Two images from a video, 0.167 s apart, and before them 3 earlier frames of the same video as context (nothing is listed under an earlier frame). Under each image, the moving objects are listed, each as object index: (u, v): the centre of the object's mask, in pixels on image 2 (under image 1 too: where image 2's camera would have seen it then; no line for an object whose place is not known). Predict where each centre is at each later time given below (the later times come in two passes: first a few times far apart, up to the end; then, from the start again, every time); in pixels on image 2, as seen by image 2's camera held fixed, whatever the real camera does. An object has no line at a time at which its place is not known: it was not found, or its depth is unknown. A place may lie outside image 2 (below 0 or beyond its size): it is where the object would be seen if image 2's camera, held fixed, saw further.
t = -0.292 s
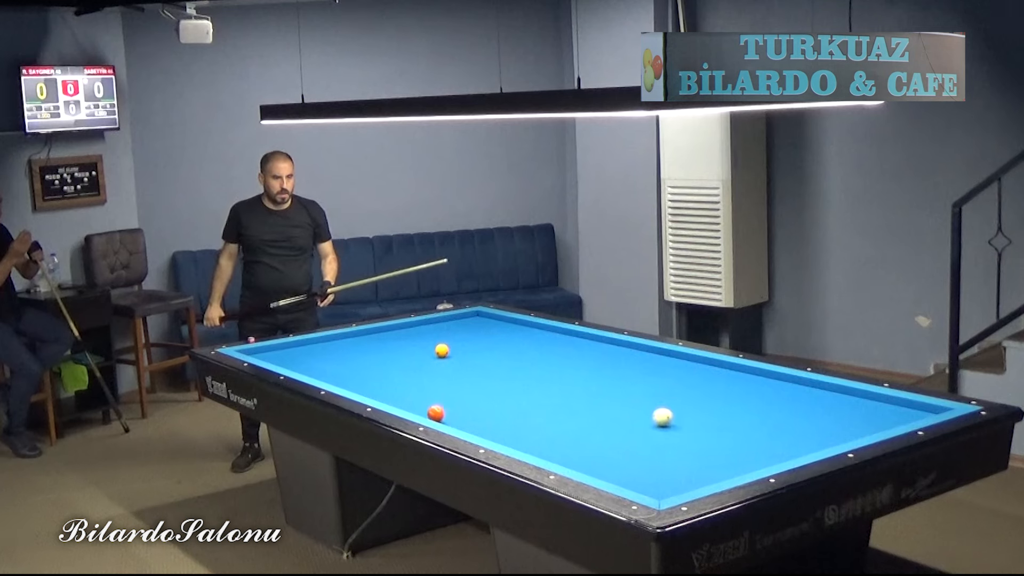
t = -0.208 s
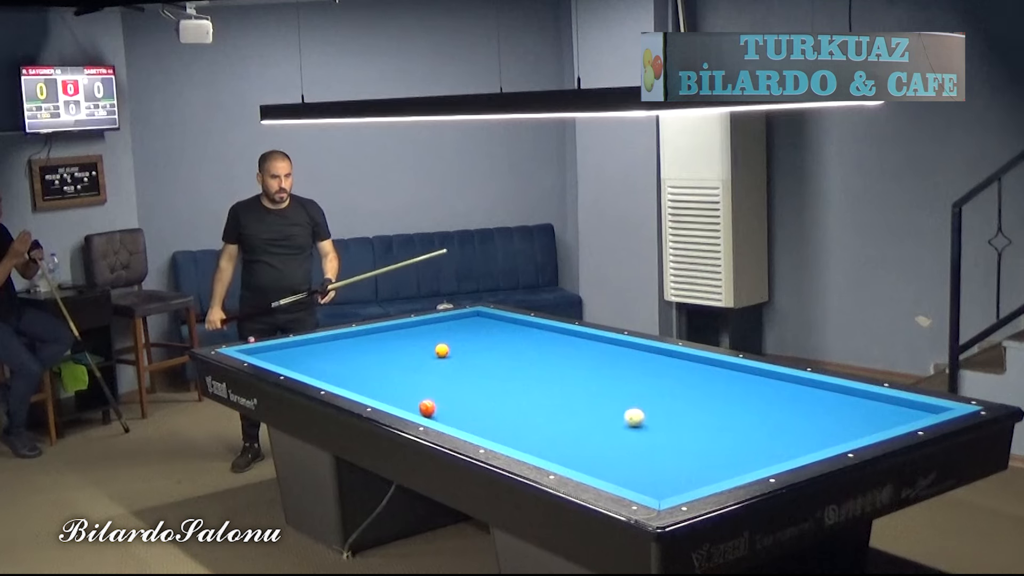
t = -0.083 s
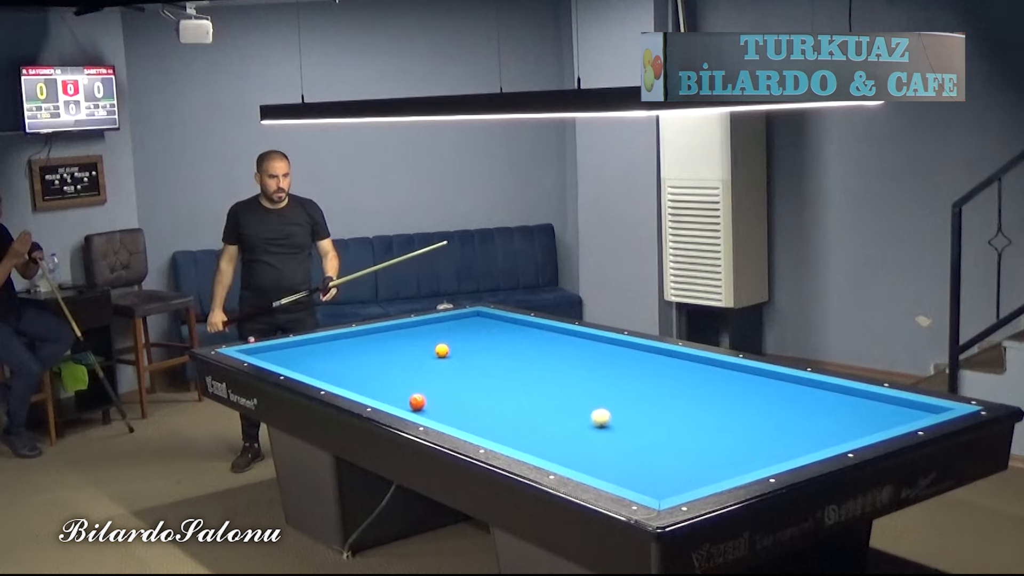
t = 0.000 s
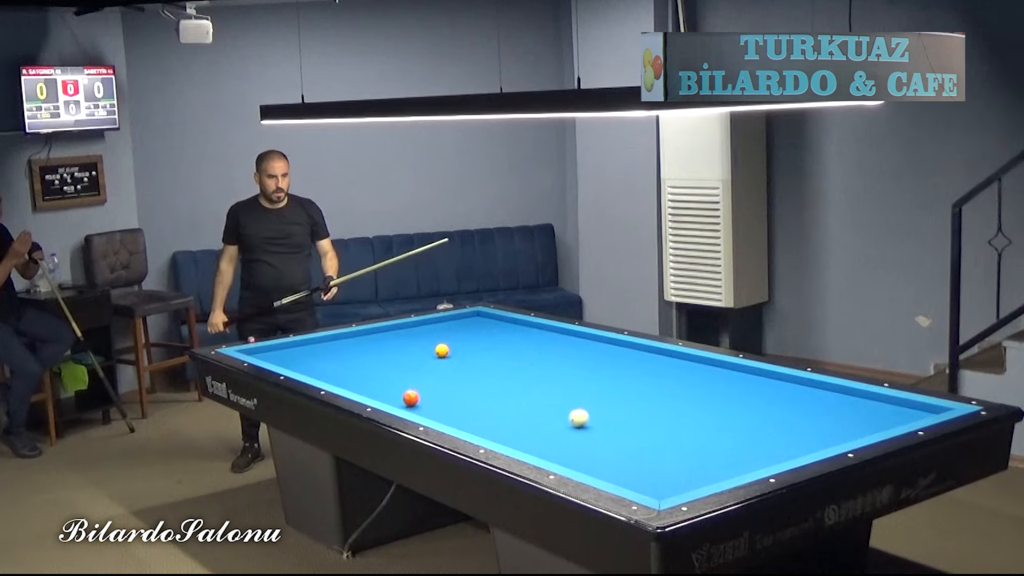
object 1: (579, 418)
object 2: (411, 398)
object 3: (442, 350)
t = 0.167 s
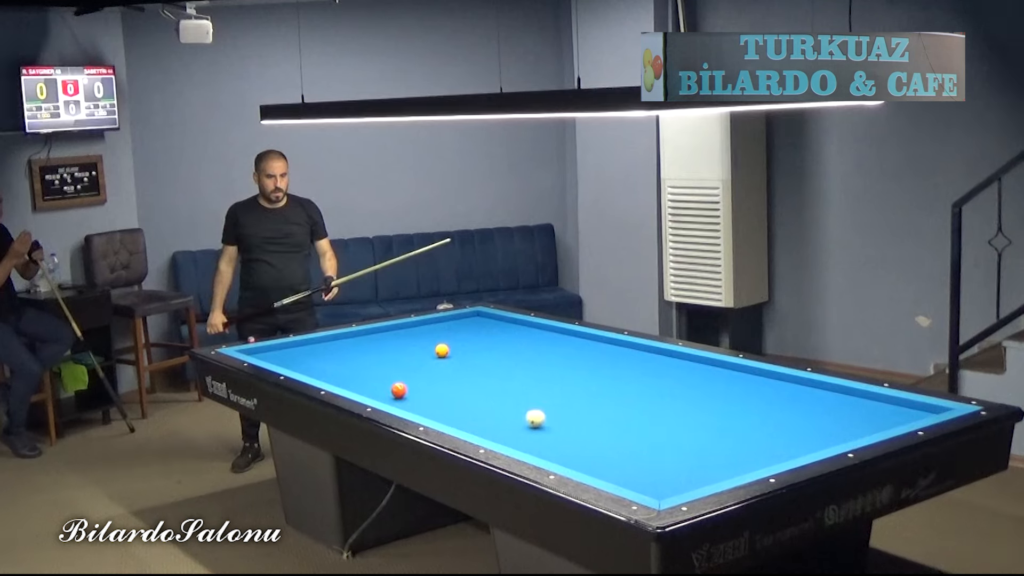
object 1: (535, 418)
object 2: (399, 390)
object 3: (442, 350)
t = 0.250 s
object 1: (508, 419)
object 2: (392, 386)
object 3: (442, 350)
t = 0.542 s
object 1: (436, 416)
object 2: (373, 374)
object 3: (442, 350)
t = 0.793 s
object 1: (435, 405)
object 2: (357, 364)
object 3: (442, 350)
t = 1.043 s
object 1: (434, 394)
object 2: (344, 356)
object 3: (442, 350)
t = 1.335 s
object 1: (432, 381)
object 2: (329, 346)
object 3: (442, 350)
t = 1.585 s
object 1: (431, 371)
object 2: (318, 339)
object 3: (442, 350)
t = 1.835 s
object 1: (430, 362)
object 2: (343, 340)
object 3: (442, 350)
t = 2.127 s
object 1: (429, 352)
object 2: (368, 341)
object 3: (442, 350)
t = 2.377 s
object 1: (419, 345)
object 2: (392, 343)
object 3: (450, 349)
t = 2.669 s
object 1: (425, 338)
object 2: (401, 345)
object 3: (459, 348)
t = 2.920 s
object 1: (436, 331)
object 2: (401, 347)
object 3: (466, 347)
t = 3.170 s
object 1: (447, 325)
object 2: (402, 349)
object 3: (473, 346)
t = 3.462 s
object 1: (457, 319)
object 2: (402, 351)
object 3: (480, 345)
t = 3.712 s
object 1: (468, 314)
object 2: (403, 353)
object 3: (485, 345)
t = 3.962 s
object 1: (479, 314)
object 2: (403, 355)
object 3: (490, 344)
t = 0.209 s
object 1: (524, 418)
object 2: (396, 388)
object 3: (442, 350)
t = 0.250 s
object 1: (508, 419)
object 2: (392, 386)
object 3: (442, 350)
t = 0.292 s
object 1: (498, 419)
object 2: (389, 384)
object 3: (442, 350)
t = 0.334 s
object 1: (487, 419)
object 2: (386, 382)
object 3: (442, 350)
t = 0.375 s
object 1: (477, 419)
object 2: (383, 380)
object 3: (442, 350)
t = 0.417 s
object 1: (466, 419)
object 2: (381, 379)
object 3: (442, 350)
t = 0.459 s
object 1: (456, 419)
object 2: (378, 377)
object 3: (442, 350)
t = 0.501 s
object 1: (445, 418)
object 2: (375, 375)
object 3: (442, 350)
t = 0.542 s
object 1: (436, 416)
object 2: (373, 374)
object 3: (442, 350)
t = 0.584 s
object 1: (436, 415)
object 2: (370, 372)
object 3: (442, 350)
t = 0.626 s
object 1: (436, 414)
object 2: (368, 371)
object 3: (442, 350)
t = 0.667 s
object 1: (436, 412)
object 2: (366, 369)
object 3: (442, 350)
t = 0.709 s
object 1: (436, 410)
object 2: (363, 368)
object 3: (442, 350)
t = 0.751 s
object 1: (436, 407)
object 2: (360, 365)
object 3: (442, 350)
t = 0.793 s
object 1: (435, 405)
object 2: (357, 364)
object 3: (442, 350)
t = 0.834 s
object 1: (435, 403)
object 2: (355, 362)
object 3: (442, 350)
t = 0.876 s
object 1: (435, 401)
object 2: (353, 361)
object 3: (442, 350)
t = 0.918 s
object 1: (435, 399)
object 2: (351, 360)
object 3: (442, 350)
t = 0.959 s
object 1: (434, 397)
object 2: (349, 358)
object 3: (442, 350)
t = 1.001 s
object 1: (434, 395)
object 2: (347, 357)
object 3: (442, 350)
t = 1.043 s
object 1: (434, 394)
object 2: (344, 356)
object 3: (442, 350)
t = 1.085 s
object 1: (434, 392)
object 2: (342, 354)
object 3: (442, 350)
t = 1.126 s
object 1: (434, 390)
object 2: (340, 353)
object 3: (442, 350)
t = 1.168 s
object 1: (433, 388)
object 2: (338, 352)
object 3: (442, 350)
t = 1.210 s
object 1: (433, 386)
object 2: (335, 350)
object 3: (442, 350)
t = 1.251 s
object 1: (433, 384)
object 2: (333, 348)
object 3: (442, 350)
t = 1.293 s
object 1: (432, 382)
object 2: (331, 347)
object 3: (442, 350)
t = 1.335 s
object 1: (432, 381)
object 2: (329, 346)
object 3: (442, 350)
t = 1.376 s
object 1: (432, 379)
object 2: (328, 345)
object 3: (442, 350)
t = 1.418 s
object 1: (432, 377)
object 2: (326, 344)
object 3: (442, 350)
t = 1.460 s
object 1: (432, 376)
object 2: (324, 342)
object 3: (442, 350)
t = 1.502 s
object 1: (432, 374)
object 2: (322, 341)
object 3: (442, 350)
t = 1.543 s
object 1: (431, 373)
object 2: (320, 340)
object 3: (442, 350)
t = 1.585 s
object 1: (431, 371)
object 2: (318, 339)
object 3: (442, 350)
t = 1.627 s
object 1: (431, 370)
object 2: (321, 339)
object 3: (442, 350)
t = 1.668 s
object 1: (431, 368)
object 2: (325, 339)
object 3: (442, 350)
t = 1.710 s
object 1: (431, 366)
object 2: (332, 340)
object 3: (442, 350)
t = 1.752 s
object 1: (430, 365)
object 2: (335, 340)
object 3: (442, 350)
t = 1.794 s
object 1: (430, 363)
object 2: (339, 340)
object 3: (442, 350)
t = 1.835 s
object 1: (430, 362)
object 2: (343, 340)
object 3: (442, 350)
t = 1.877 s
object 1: (430, 360)
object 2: (347, 340)
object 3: (442, 350)
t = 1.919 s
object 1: (430, 359)
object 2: (350, 340)
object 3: (442, 350)
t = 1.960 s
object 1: (430, 357)
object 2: (354, 341)
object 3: (442, 350)
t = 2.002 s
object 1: (430, 356)
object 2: (357, 341)
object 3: (442, 350)
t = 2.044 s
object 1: (429, 355)
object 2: (361, 341)
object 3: (442, 350)
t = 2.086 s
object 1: (429, 353)
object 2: (365, 341)
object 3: (442, 350)
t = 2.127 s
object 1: (429, 352)
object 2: (368, 341)
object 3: (442, 350)
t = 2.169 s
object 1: (428, 351)
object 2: (372, 341)
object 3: (443, 350)
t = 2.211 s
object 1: (425, 349)
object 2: (377, 342)
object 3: (445, 350)
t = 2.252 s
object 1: (424, 349)
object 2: (381, 342)
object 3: (447, 350)
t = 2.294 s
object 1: (422, 348)
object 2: (385, 342)
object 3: (448, 349)
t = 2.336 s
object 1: (421, 347)
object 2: (388, 342)
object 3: (449, 349)
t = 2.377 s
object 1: (419, 345)
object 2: (392, 343)
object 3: (450, 349)
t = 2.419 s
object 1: (418, 345)
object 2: (395, 343)
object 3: (452, 349)
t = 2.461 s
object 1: (417, 344)
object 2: (399, 343)
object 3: (453, 349)
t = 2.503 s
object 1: (416, 342)
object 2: (402, 343)
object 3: (454, 349)
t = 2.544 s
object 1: (418, 341)
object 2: (401, 344)
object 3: (455, 348)
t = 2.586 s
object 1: (421, 340)
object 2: (401, 344)
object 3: (456, 348)
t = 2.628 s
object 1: (423, 339)
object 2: (401, 344)
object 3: (458, 348)
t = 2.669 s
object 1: (425, 338)
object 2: (401, 345)
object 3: (459, 348)
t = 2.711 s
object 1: (427, 336)
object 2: (401, 345)
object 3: (461, 348)
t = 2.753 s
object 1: (429, 336)
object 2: (401, 345)
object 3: (462, 348)
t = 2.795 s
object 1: (431, 335)
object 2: (401, 346)
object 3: (463, 347)
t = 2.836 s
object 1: (433, 333)
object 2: (401, 346)
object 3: (464, 347)
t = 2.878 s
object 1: (434, 332)
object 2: (401, 347)
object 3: (465, 347)
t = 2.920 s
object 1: (436, 331)
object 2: (401, 347)
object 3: (466, 347)
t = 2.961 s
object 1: (438, 330)
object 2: (402, 347)
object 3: (467, 347)
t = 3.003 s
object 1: (439, 329)
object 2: (402, 348)
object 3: (468, 347)
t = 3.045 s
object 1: (441, 328)
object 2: (402, 348)
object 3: (469, 347)
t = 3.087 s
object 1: (443, 327)
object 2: (402, 348)
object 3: (470, 346)
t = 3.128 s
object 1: (444, 327)
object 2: (402, 349)
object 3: (471, 346)
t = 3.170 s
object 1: (447, 325)
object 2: (402, 349)
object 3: (473, 346)
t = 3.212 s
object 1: (448, 324)
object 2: (402, 350)
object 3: (474, 346)
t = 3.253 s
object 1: (449, 323)
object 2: (402, 350)
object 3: (475, 346)
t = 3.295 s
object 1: (451, 322)
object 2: (402, 350)
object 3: (476, 346)
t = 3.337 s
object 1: (453, 321)
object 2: (402, 351)
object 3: (477, 345)
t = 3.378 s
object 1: (454, 321)
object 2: (402, 351)
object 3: (478, 345)
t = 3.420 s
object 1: (455, 320)
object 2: (402, 351)
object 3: (479, 345)
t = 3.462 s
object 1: (457, 319)
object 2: (402, 351)
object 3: (480, 345)
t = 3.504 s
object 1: (458, 318)
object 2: (402, 352)
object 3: (481, 345)
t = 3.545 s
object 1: (460, 317)
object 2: (403, 352)
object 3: (481, 345)
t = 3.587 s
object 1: (461, 316)
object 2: (403, 352)
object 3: (482, 345)
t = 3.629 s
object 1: (463, 315)
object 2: (403, 353)
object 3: (483, 345)
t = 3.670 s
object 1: (465, 314)
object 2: (403, 353)
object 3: (485, 344)
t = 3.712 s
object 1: (468, 314)
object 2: (403, 353)
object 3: (485, 345)
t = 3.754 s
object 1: (471, 314)
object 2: (403, 354)
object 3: (486, 344)
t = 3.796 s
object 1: (475, 313)
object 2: (403, 354)
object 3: (487, 344)
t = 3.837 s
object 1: (478, 313)
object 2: (403, 354)
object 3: (488, 344)
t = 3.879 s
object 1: (480, 313)
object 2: (403, 355)
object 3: (489, 344)
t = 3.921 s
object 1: (479, 314)
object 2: (403, 355)
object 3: (489, 344)
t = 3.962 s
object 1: (479, 314)
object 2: (403, 355)
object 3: (490, 344)
